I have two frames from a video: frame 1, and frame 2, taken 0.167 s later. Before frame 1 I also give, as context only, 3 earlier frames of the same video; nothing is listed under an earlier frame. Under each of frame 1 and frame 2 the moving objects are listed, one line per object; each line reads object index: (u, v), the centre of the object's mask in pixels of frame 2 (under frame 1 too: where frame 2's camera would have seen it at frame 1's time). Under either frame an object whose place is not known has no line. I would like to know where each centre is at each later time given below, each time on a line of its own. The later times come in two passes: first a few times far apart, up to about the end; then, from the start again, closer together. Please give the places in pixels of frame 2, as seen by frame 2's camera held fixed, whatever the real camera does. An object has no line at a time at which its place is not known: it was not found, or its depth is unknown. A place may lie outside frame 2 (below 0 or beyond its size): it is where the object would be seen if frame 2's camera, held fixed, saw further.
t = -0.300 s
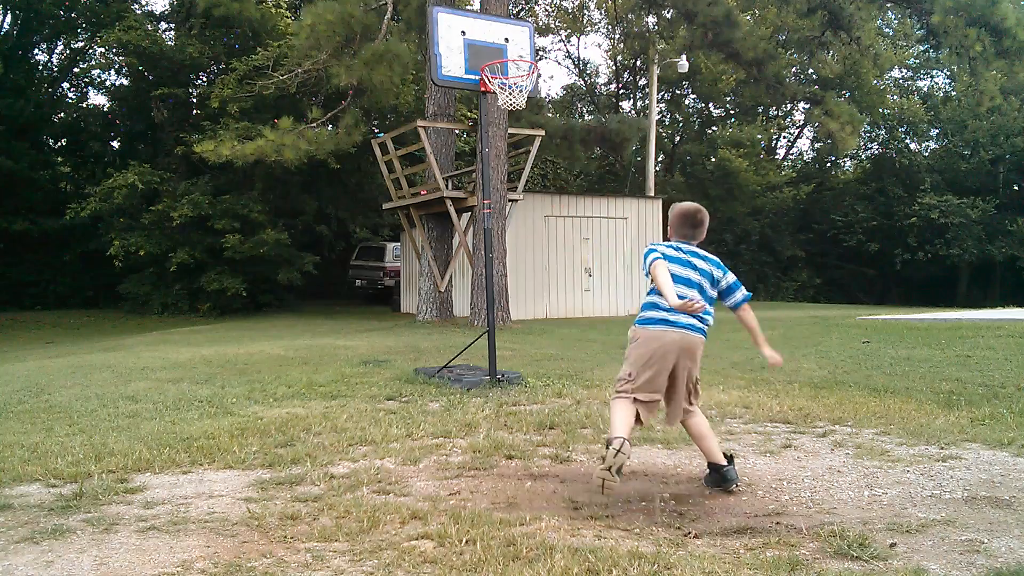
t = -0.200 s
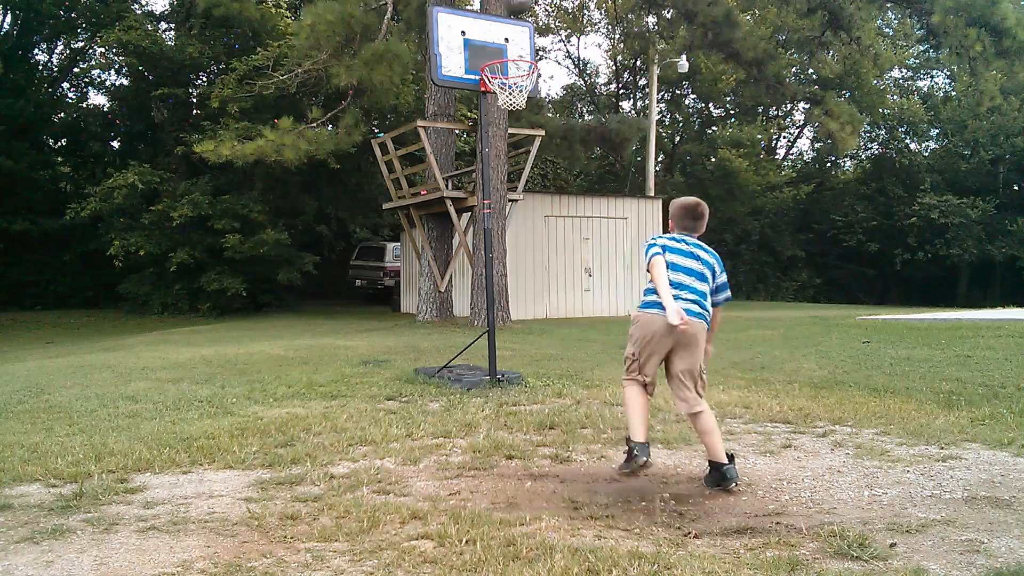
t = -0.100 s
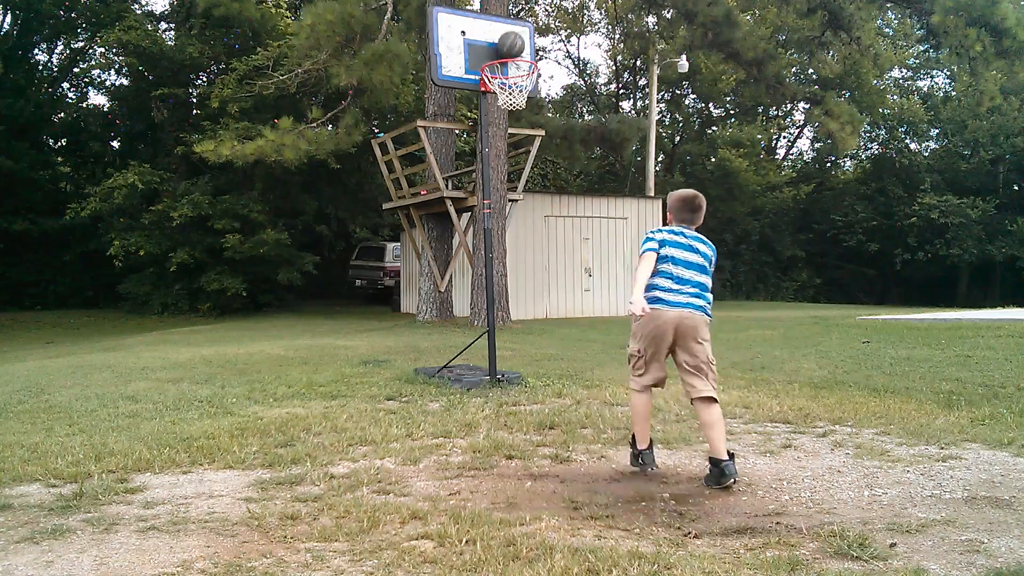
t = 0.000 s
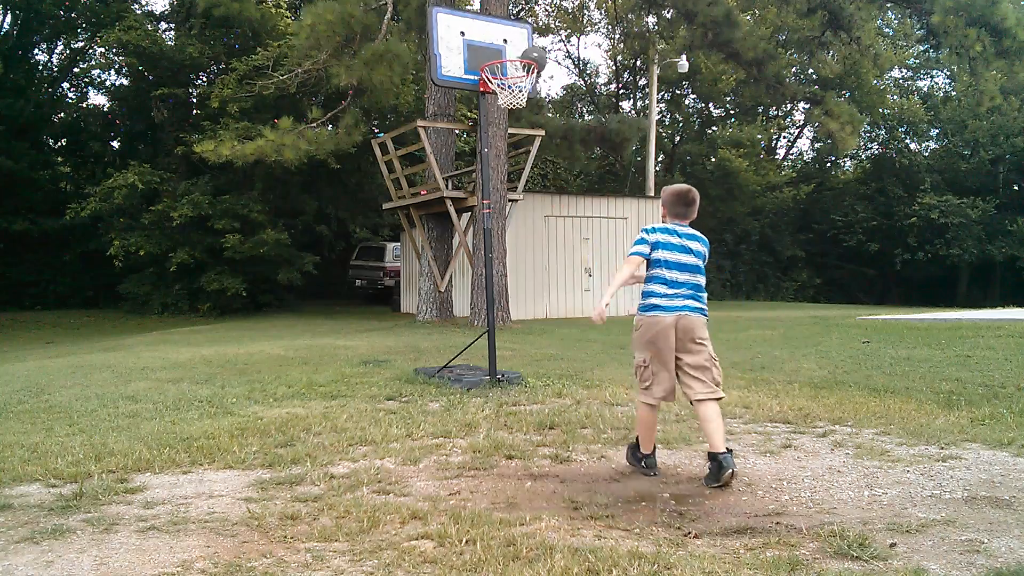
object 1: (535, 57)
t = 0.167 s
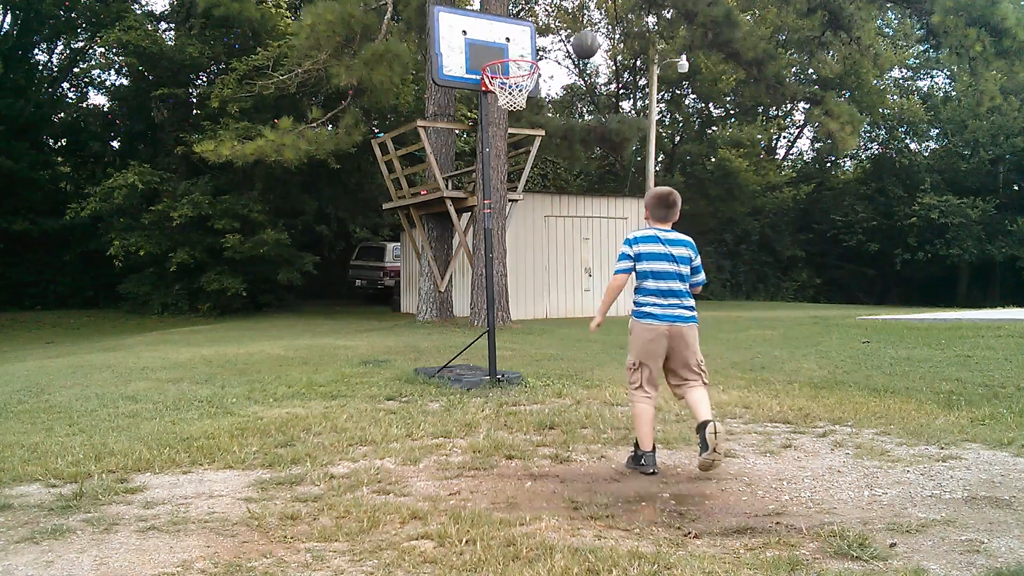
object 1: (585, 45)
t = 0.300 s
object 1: (621, 58)
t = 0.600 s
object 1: (703, 166)
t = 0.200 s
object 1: (594, 46)
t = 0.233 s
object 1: (603, 49)
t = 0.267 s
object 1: (612, 53)
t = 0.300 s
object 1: (621, 58)
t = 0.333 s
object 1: (630, 65)
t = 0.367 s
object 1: (639, 72)
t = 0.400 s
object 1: (649, 82)
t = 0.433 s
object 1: (658, 93)
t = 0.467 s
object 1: (667, 105)
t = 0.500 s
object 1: (676, 117)
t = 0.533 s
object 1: (685, 132)
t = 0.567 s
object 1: (694, 149)
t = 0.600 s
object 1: (703, 166)
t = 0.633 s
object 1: (713, 184)
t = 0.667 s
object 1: (722, 205)
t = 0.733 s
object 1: (742, 248)
